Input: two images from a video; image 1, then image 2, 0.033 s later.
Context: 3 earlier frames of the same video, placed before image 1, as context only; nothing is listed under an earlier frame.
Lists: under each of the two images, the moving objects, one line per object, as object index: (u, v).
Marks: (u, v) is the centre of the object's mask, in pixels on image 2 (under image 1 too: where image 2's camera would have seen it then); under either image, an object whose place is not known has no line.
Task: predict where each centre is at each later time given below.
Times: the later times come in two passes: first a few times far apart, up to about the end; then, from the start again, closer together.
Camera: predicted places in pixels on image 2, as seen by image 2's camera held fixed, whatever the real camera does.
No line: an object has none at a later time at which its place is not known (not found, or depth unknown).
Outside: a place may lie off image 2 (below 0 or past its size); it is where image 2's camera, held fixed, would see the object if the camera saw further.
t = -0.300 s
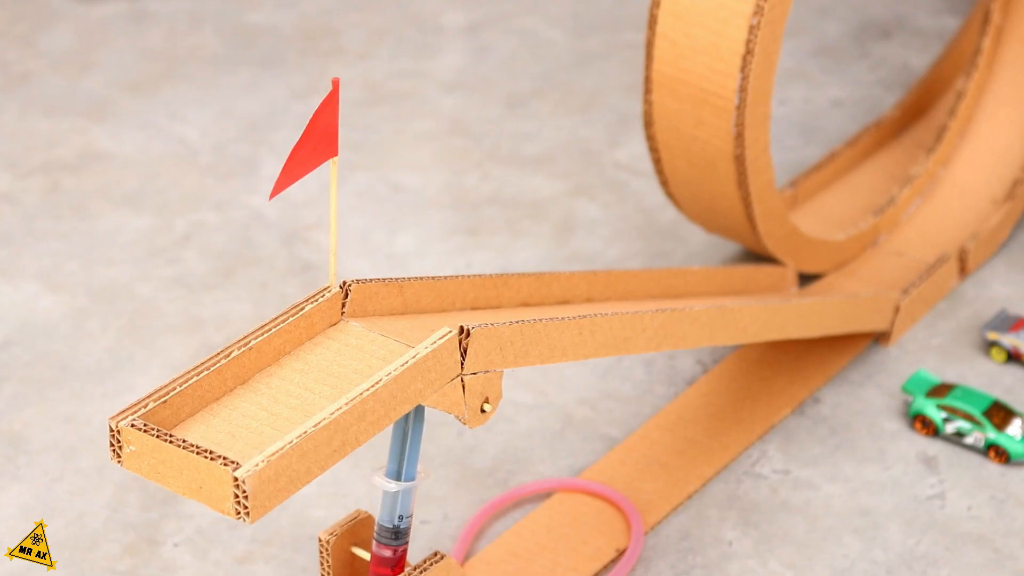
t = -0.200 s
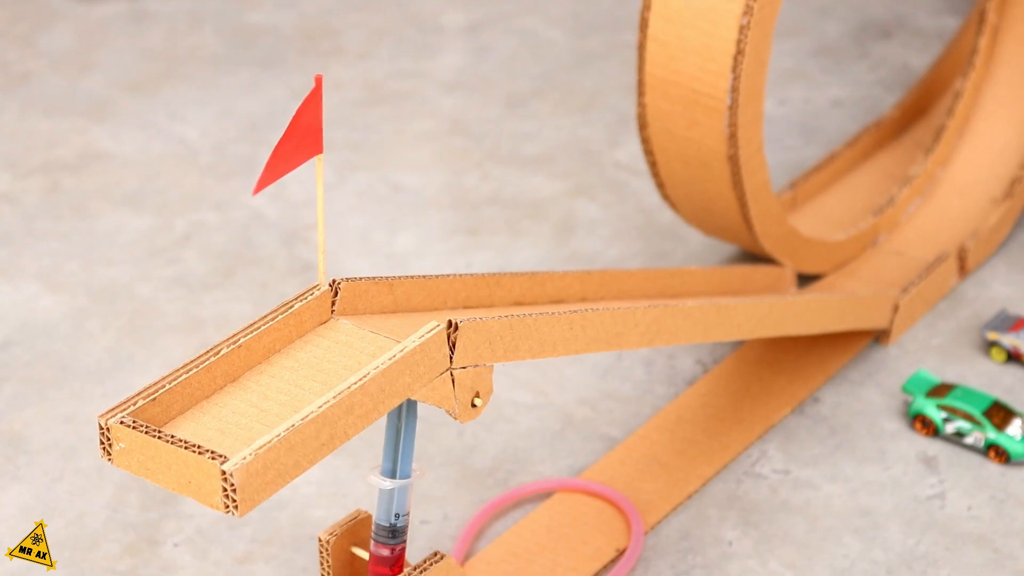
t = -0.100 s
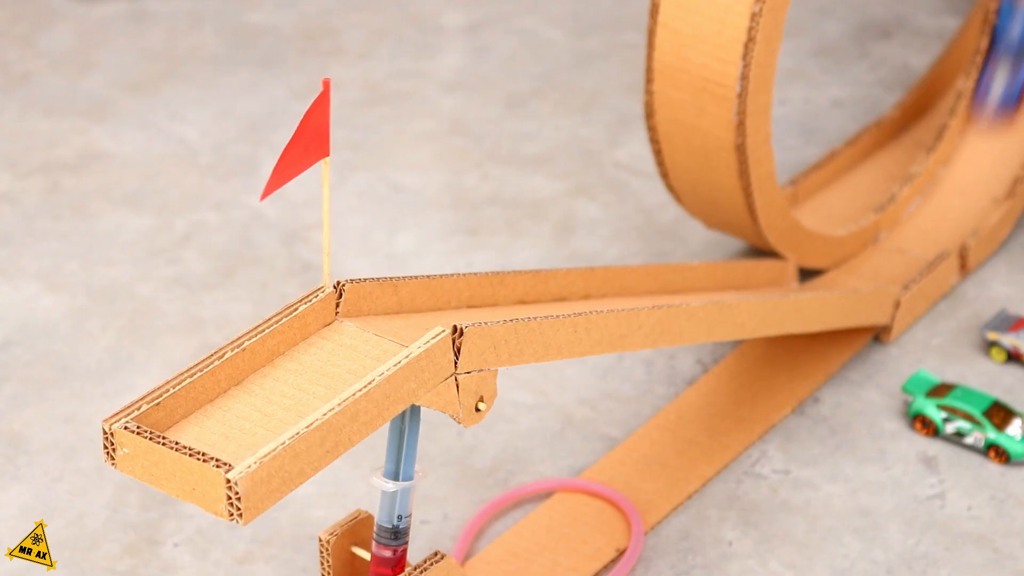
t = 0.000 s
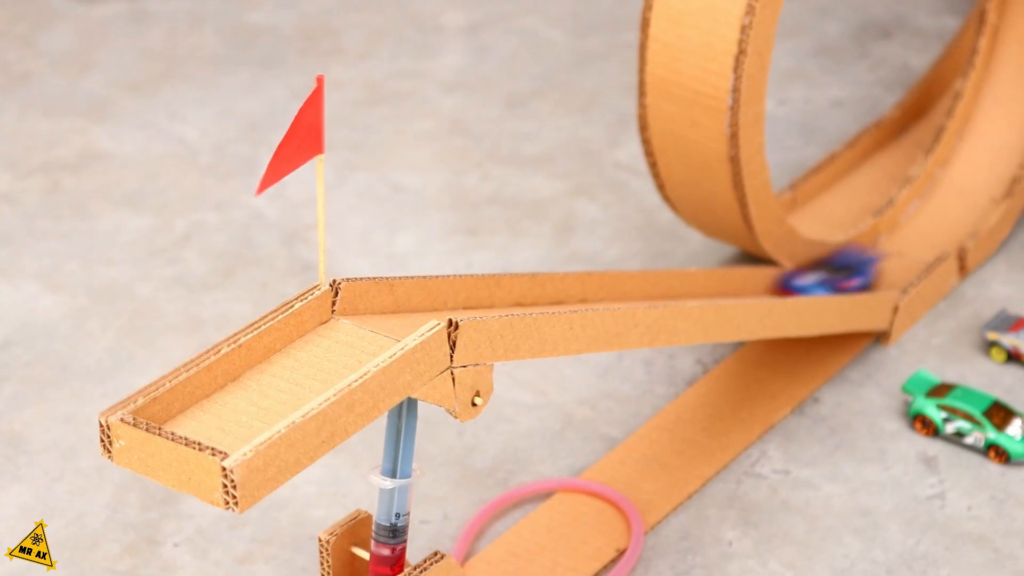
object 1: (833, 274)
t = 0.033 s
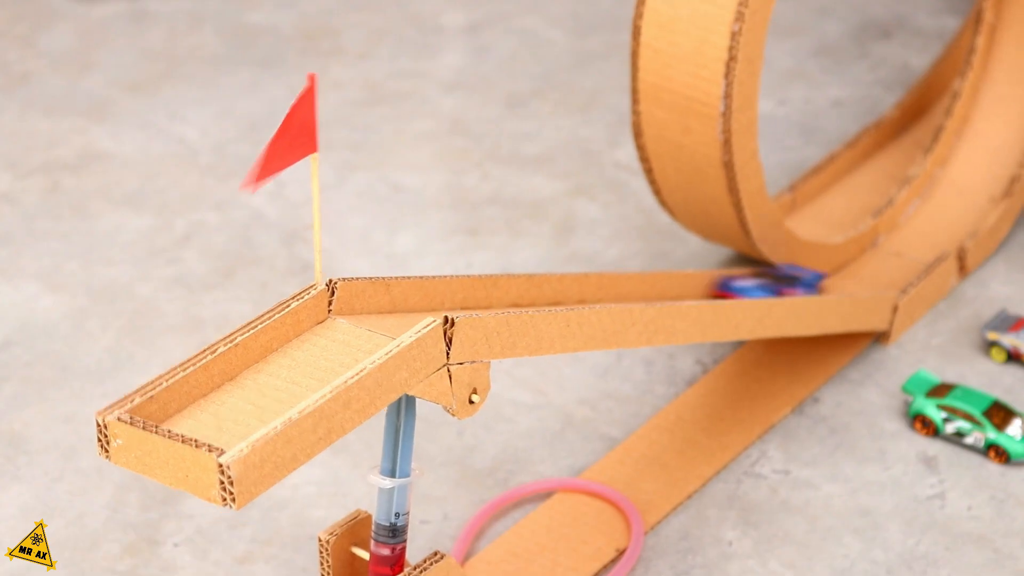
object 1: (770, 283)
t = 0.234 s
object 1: (452, 299)
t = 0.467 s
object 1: (252, 387)
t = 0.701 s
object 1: (268, 376)
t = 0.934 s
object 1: (282, 366)
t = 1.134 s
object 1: (278, 369)
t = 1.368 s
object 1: (276, 370)
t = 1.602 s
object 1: (276, 370)
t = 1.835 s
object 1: (276, 370)
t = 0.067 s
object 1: (713, 283)
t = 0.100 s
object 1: (657, 286)
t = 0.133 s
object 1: (603, 290)
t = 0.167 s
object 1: (551, 293)
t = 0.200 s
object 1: (501, 296)
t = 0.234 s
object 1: (452, 299)
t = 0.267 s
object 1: (406, 302)
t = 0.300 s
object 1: (367, 312)
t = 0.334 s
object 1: (338, 329)
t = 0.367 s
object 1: (316, 343)
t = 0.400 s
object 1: (295, 360)
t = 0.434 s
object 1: (271, 376)
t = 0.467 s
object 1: (252, 387)
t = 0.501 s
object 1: (247, 390)
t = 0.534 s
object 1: (249, 386)
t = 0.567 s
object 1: (252, 385)
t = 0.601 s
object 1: (254, 383)
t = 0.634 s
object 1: (258, 380)
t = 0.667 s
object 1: (264, 379)
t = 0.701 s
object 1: (268, 376)
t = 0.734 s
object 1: (272, 374)
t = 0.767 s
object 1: (274, 372)
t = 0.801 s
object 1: (277, 370)
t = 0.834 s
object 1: (279, 368)
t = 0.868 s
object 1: (281, 367)
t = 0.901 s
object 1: (282, 367)
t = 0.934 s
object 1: (282, 366)
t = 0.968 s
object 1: (282, 367)
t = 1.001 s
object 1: (282, 367)
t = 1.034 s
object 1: (281, 367)
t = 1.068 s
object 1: (281, 368)
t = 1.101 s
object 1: (279, 368)
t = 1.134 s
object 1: (278, 369)
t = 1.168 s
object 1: (277, 370)
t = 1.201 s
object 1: (276, 371)
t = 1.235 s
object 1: (275, 371)
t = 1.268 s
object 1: (275, 371)
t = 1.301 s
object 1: (276, 370)
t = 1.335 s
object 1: (276, 370)
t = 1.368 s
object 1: (276, 370)
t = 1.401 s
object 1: (276, 370)
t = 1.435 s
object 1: (276, 370)
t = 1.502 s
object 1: (276, 370)
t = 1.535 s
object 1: (276, 370)
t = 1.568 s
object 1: (276, 370)
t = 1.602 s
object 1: (276, 370)
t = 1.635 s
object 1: (276, 370)
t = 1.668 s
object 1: (276, 370)
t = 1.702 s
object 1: (276, 370)
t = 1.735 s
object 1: (276, 370)
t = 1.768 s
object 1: (276, 370)
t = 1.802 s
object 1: (276, 370)
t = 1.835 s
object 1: (276, 370)
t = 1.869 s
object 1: (276, 370)
